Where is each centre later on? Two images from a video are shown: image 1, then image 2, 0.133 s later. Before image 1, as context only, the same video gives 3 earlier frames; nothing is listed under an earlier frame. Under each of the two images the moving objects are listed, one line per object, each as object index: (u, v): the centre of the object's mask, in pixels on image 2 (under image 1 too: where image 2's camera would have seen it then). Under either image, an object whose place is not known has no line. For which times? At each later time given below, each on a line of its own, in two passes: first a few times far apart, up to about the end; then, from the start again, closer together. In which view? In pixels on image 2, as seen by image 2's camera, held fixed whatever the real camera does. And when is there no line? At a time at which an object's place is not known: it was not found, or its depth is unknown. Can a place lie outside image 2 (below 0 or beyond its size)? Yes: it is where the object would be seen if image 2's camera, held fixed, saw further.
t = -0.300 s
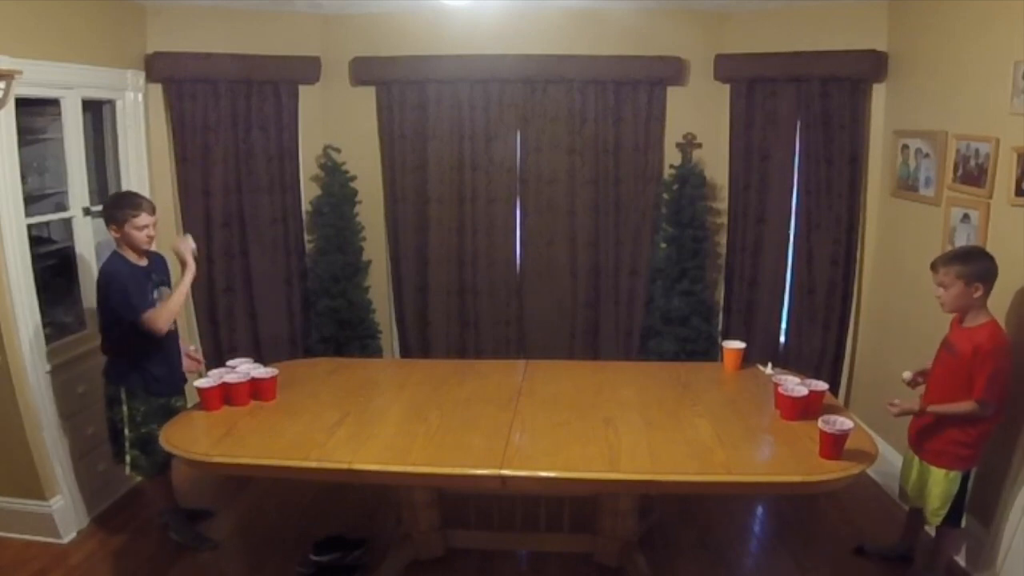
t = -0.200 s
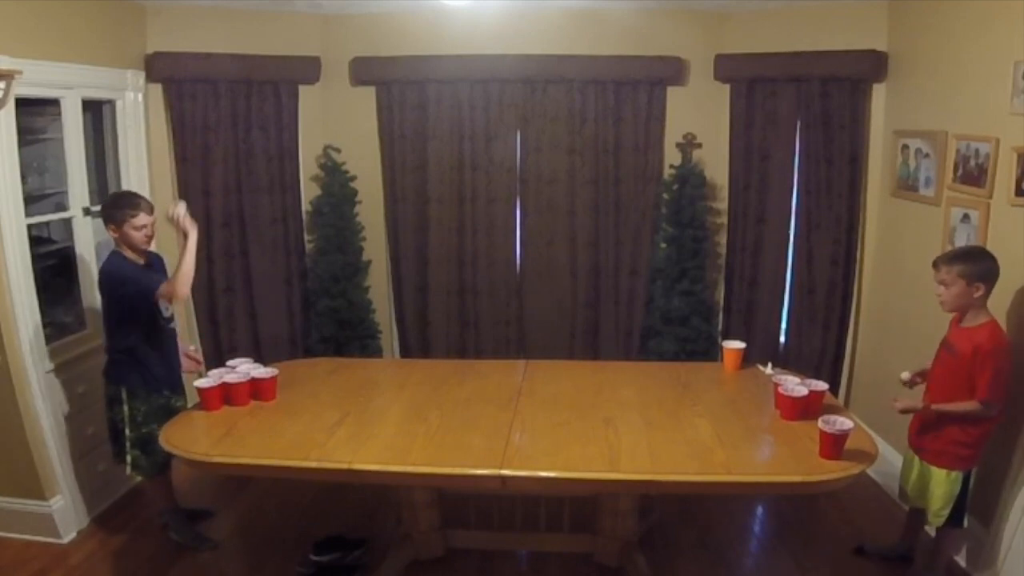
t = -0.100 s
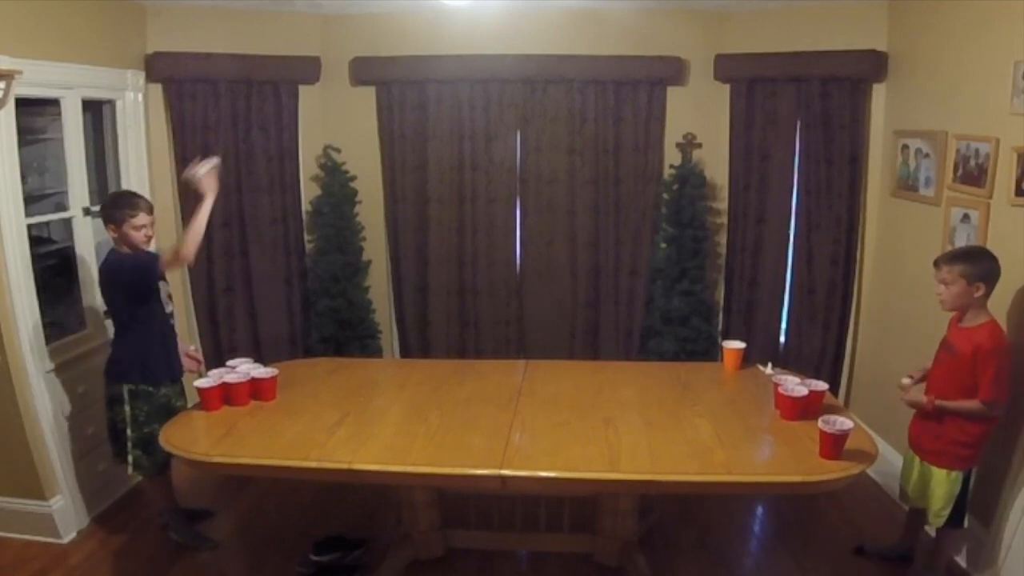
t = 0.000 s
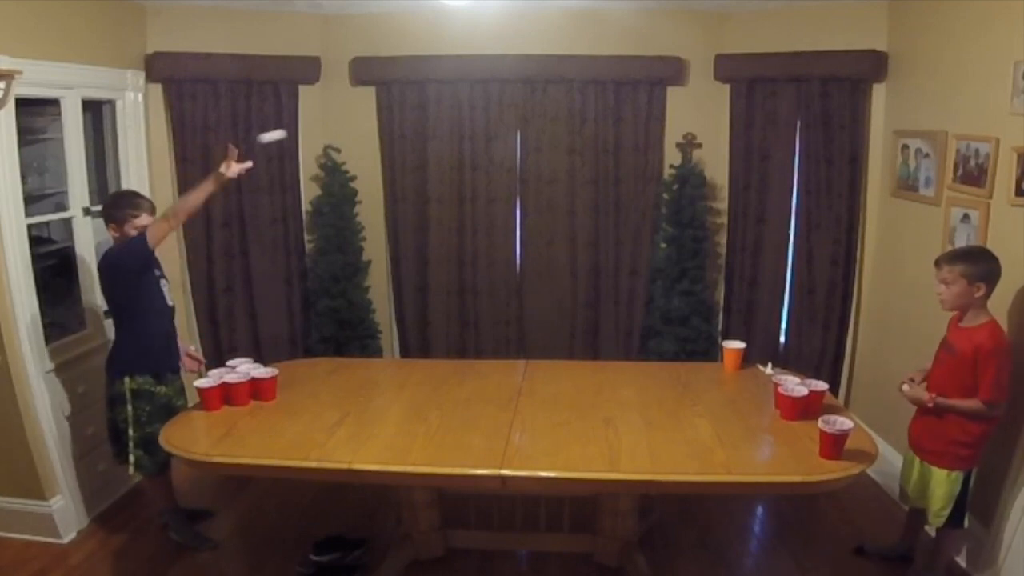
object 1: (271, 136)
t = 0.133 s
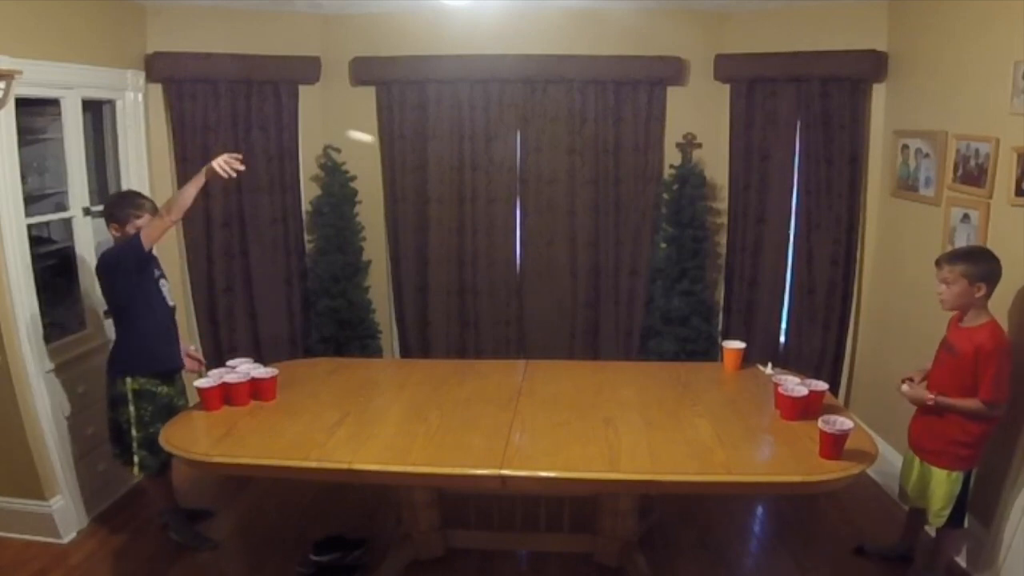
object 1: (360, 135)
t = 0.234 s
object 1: (424, 169)
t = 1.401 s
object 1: (748, 330)
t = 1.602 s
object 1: (716, 324)
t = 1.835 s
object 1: (697, 339)
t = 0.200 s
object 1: (403, 155)
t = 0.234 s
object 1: (424, 169)
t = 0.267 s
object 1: (445, 185)
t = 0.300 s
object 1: (466, 204)
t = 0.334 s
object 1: (486, 227)
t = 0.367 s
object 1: (505, 252)
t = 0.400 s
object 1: (525, 280)
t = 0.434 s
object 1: (543, 309)
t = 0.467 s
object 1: (560, 339)
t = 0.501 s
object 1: (577, 374)
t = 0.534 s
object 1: (591, 382)
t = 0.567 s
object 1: (600, 353)
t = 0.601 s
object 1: (609, 330)
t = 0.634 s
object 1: (618, 308)
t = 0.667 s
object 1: (628, 288)
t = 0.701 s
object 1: (637, 271)
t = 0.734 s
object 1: (647, 256)
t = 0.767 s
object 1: (657, 246)
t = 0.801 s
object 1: (667, 238)
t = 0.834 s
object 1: (676, 232)
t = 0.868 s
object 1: (686, 230)
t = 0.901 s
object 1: (695, 230)
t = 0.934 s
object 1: (704, 234)
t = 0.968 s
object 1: (713, 241)
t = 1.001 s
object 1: (722, 251)
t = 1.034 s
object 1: (730, 263)
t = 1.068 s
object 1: (738, 278)
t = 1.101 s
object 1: (745, 296)
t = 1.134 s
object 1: (751, 316)
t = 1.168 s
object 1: (757, 337)
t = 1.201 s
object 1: (762, 358)
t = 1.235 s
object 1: (766, 388)
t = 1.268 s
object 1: (767, 389)
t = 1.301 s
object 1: (763, 370)
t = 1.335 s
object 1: (759, 356)
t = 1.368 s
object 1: (753, 341)
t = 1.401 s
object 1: (748, 330)
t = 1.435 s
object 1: (743, 322)
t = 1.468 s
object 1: (737, 318)
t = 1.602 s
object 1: (716, 324)
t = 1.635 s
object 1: (710, 332)
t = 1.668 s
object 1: (704, 342)
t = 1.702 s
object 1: (699, 353)
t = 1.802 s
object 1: (695, 350)
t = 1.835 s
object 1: (697, 339)
